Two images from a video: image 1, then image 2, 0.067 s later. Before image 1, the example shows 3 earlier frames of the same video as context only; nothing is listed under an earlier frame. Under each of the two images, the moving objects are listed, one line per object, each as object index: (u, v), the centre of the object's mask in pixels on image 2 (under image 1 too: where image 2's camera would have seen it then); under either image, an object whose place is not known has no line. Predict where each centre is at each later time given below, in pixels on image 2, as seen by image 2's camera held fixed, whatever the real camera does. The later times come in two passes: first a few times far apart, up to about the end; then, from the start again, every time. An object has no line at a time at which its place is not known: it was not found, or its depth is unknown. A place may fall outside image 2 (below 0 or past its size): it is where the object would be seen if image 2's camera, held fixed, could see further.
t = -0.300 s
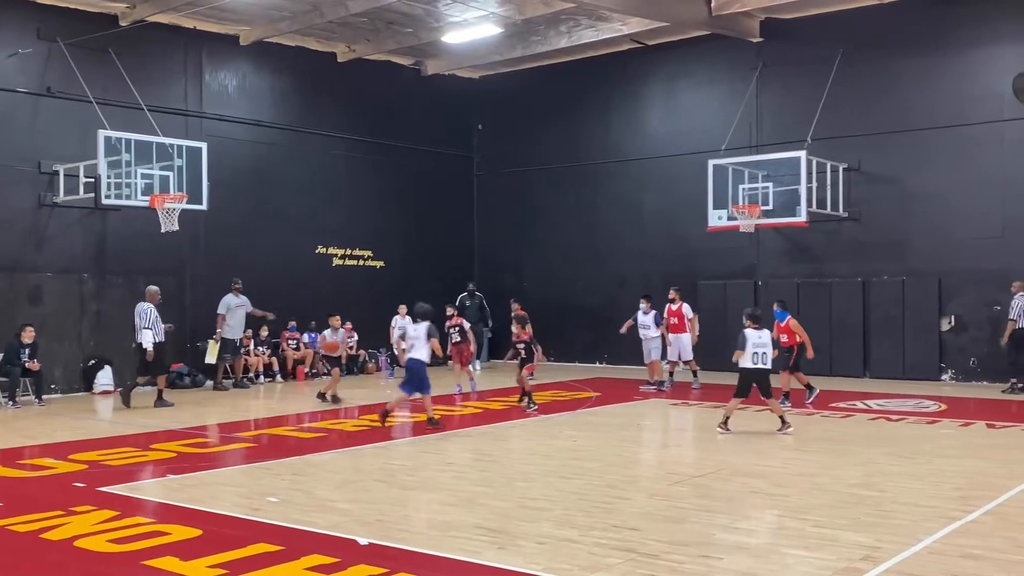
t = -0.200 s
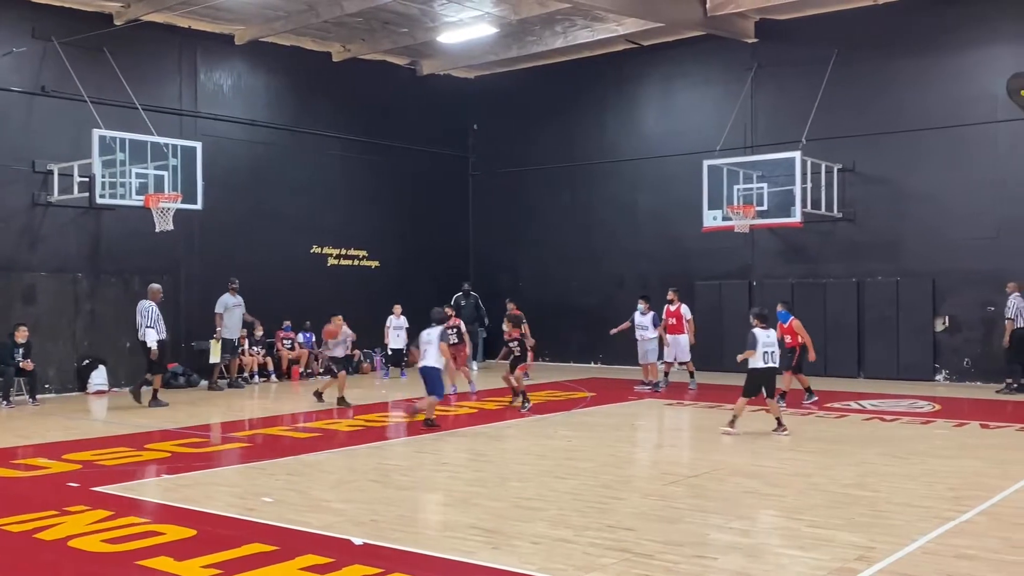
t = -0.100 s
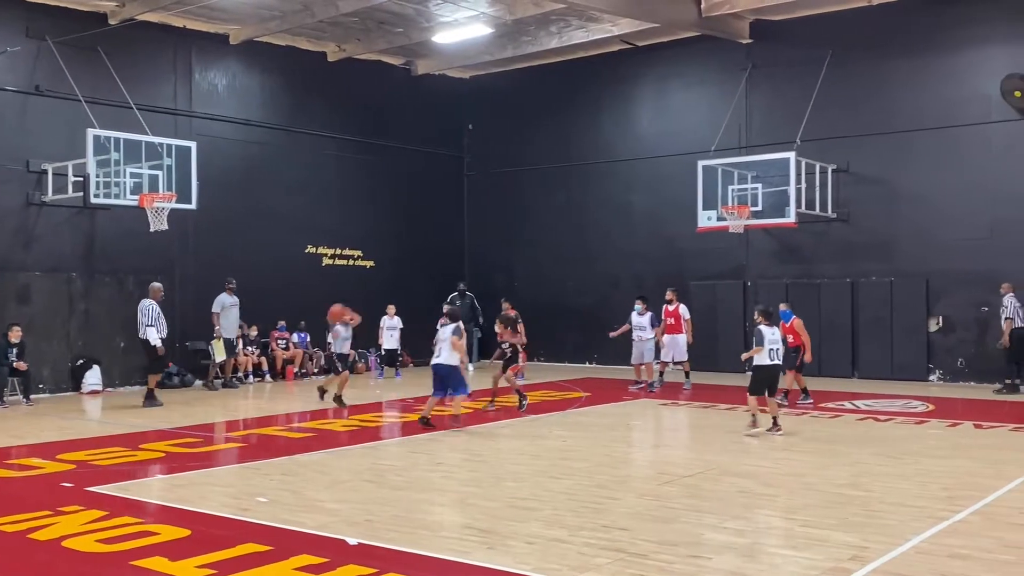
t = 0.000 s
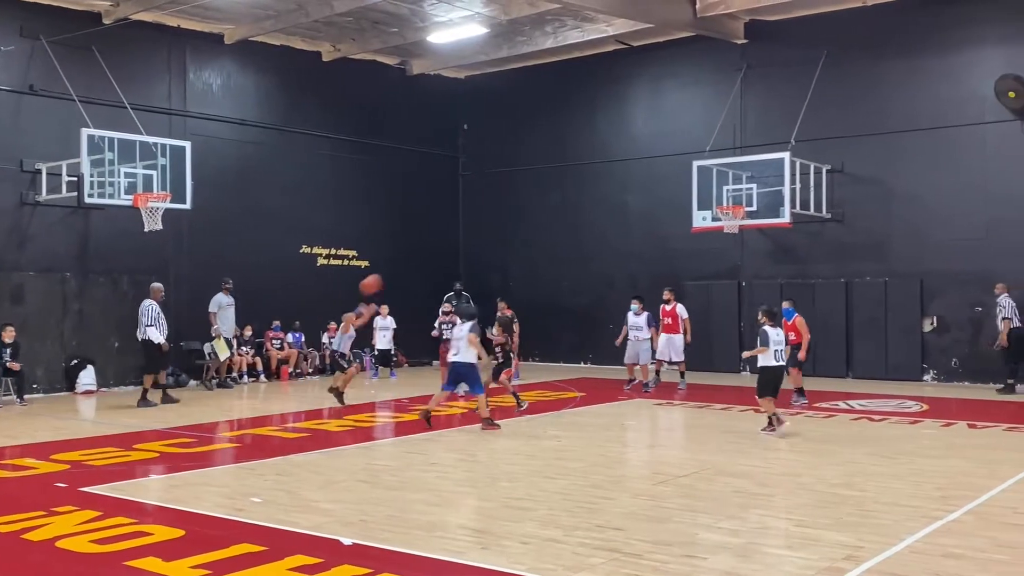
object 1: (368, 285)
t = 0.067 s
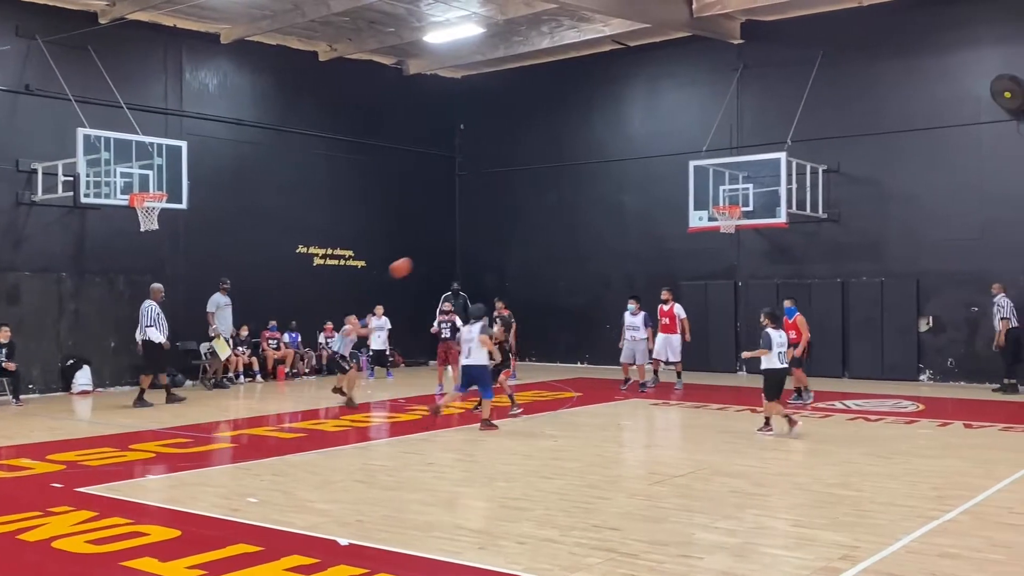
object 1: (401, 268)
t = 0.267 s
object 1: (506, 236)
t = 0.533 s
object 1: (658, 239)
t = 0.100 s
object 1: (418, 260)
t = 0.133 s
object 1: (435, 254)
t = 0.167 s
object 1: (452, 248)
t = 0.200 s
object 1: (470, 243)
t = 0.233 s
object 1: (488, 239)
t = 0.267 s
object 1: (506, 236)
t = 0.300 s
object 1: (524, 233)
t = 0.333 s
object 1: (542, 231)
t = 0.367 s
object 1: (561, 231)
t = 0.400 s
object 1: (580, 231)
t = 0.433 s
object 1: (599, 232)
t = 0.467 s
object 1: (618, 233)
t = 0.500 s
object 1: (638, 236)
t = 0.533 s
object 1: (658, 239)
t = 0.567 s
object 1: (678, 244)
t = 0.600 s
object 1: (699, 249)
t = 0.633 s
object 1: (720, 255)
